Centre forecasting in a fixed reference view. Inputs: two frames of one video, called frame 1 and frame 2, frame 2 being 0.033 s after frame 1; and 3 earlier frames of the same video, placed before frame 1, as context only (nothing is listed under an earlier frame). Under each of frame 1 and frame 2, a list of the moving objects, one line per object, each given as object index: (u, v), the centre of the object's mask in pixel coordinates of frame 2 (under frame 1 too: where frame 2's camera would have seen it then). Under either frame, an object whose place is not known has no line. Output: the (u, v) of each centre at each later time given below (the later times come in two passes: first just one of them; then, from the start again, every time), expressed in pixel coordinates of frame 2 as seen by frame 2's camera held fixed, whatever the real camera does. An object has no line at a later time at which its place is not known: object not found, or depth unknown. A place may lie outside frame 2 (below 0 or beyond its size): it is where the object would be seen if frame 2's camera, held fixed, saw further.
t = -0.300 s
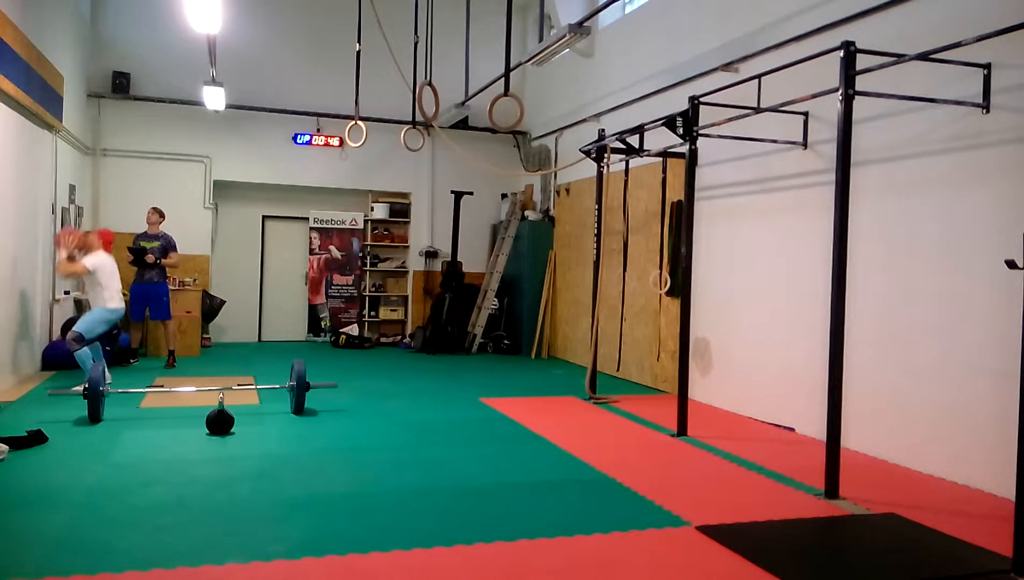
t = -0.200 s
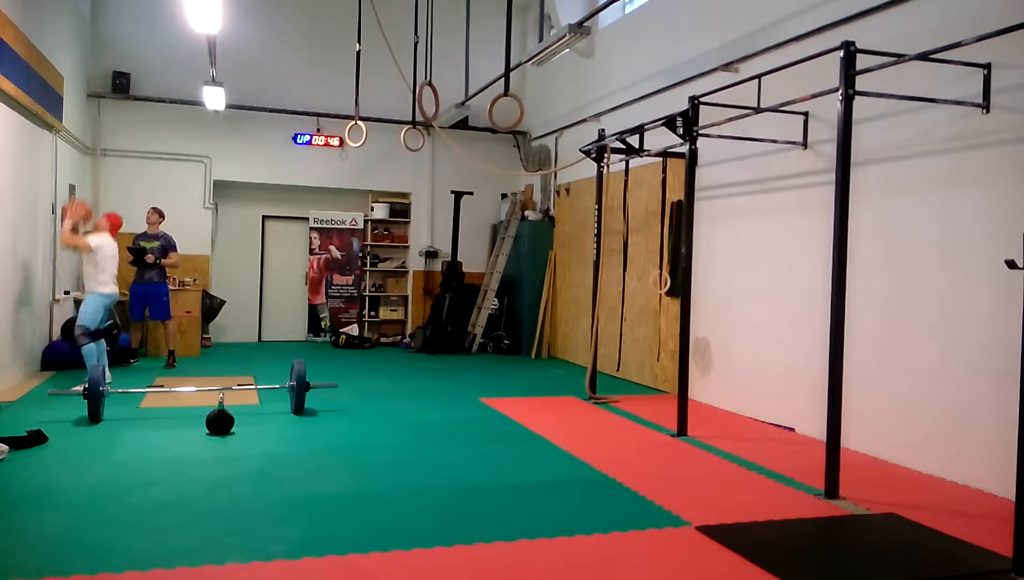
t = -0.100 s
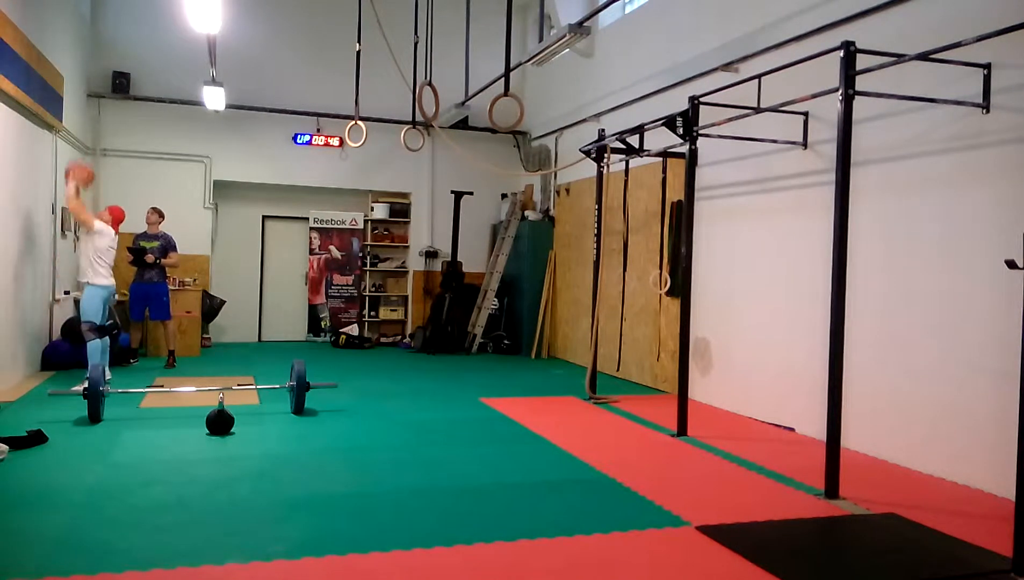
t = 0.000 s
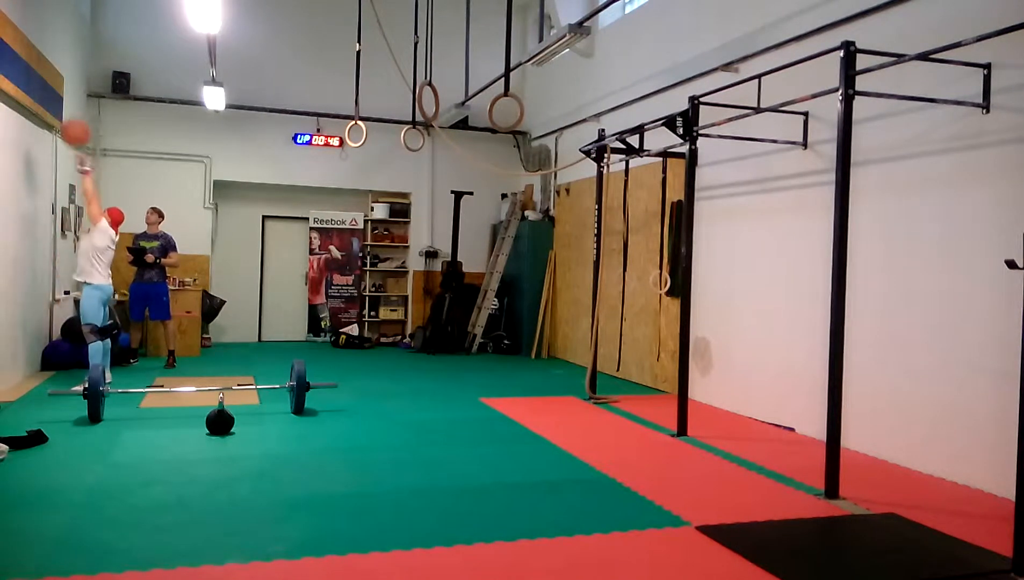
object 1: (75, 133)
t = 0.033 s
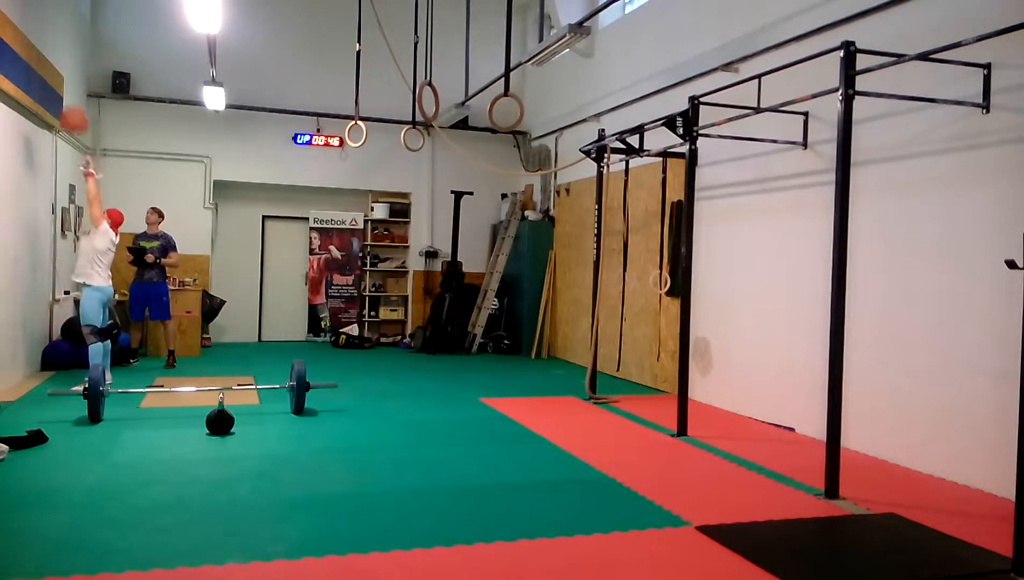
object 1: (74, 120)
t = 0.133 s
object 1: (68, 90)
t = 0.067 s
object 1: (72, 108)
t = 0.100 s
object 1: (70, 98)
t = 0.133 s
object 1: (68, 90)
